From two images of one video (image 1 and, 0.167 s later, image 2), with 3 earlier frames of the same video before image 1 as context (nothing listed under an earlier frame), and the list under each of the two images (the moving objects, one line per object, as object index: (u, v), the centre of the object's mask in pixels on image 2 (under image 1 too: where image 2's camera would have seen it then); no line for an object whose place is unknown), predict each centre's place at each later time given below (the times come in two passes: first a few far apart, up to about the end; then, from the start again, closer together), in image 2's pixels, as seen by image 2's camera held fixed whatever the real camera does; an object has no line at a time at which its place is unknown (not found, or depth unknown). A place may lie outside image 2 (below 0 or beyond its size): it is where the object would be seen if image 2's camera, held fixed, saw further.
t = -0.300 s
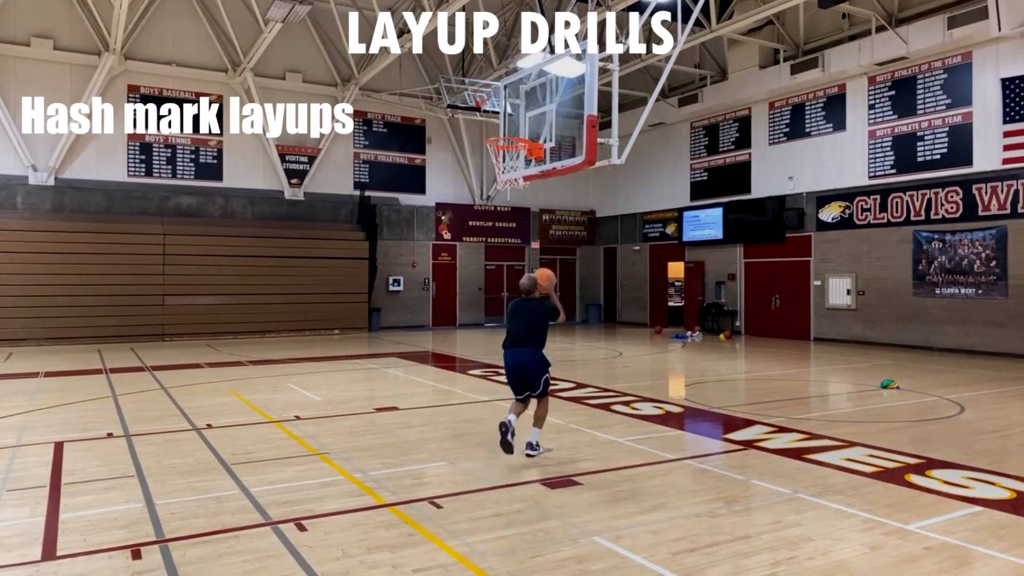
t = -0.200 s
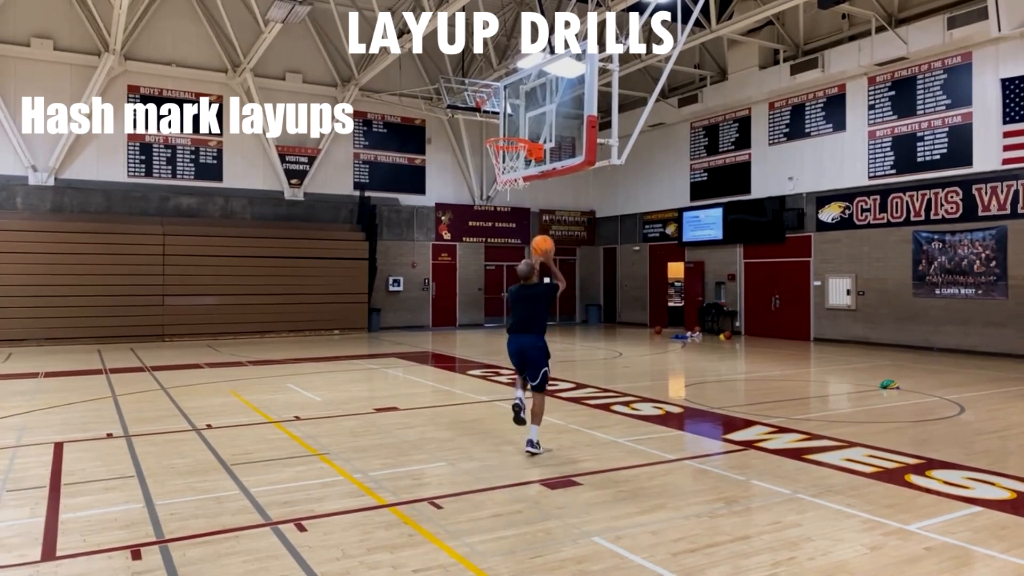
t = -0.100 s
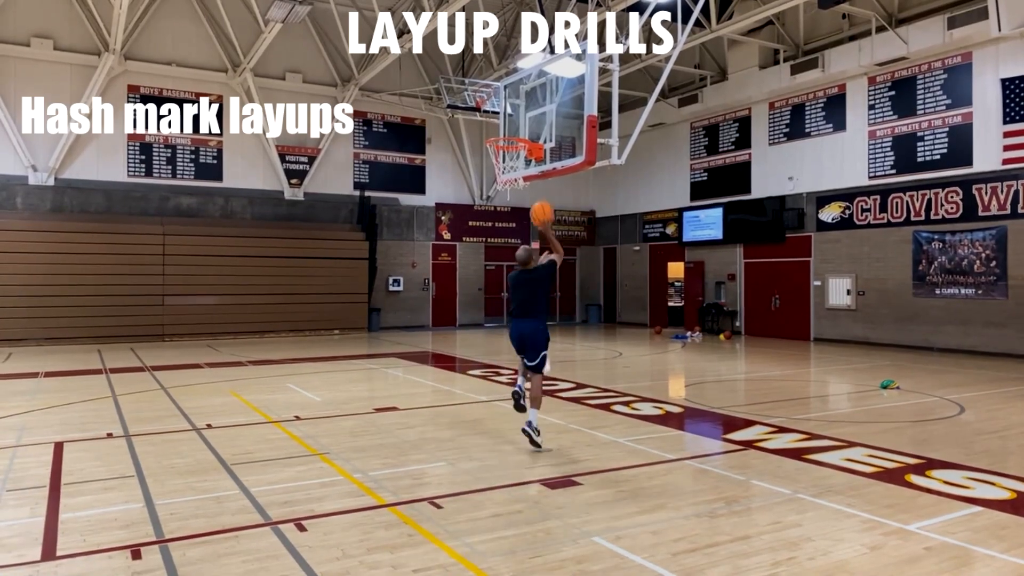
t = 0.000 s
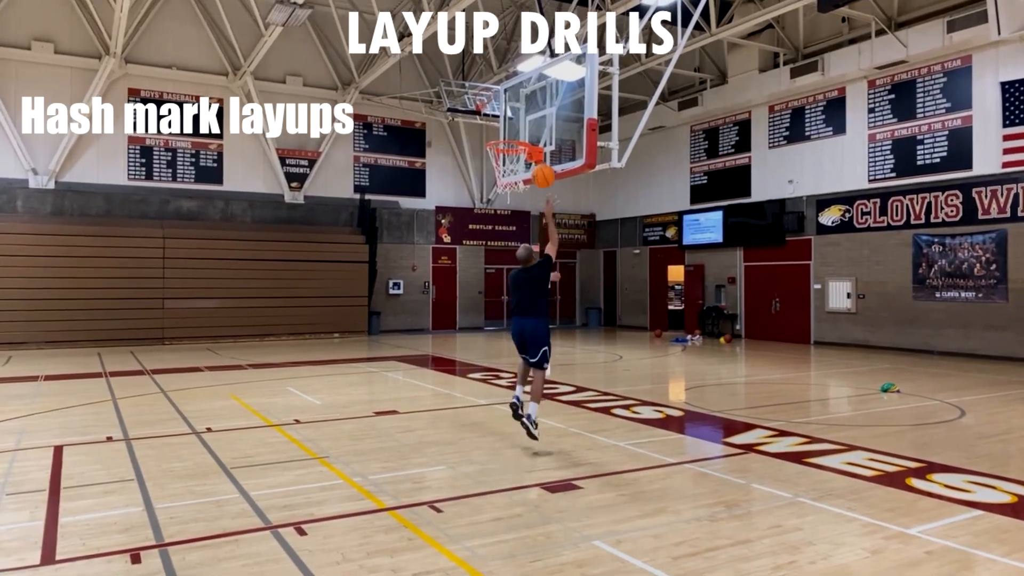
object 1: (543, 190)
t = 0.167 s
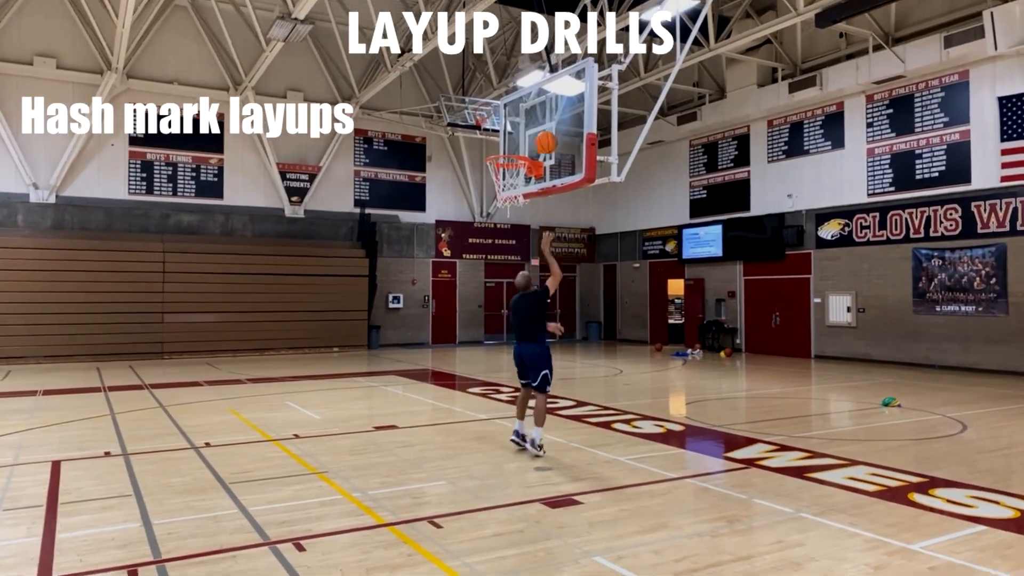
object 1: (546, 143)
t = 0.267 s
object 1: (541, 132)
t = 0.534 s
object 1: (508, 157)
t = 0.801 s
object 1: (491, 221)
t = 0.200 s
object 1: (547, 137)
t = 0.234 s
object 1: (545, 133)
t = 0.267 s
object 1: (541, 132)
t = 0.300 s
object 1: (537, 131)
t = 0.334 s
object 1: (533, 132)
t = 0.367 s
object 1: (529, 134)
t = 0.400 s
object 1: (525, 137)
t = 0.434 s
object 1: (521, 140)
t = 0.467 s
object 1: (517, 145)
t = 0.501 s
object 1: (513, 149)
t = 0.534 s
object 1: (508, 157)
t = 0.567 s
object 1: (504, 165)
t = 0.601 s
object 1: (501, 173)
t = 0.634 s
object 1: (498, 181)
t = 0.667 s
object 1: (496, 190)
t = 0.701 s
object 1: (495, 196)
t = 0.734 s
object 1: (493, 203)
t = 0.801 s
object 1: (491, 221)
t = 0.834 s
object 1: (490, 231)
